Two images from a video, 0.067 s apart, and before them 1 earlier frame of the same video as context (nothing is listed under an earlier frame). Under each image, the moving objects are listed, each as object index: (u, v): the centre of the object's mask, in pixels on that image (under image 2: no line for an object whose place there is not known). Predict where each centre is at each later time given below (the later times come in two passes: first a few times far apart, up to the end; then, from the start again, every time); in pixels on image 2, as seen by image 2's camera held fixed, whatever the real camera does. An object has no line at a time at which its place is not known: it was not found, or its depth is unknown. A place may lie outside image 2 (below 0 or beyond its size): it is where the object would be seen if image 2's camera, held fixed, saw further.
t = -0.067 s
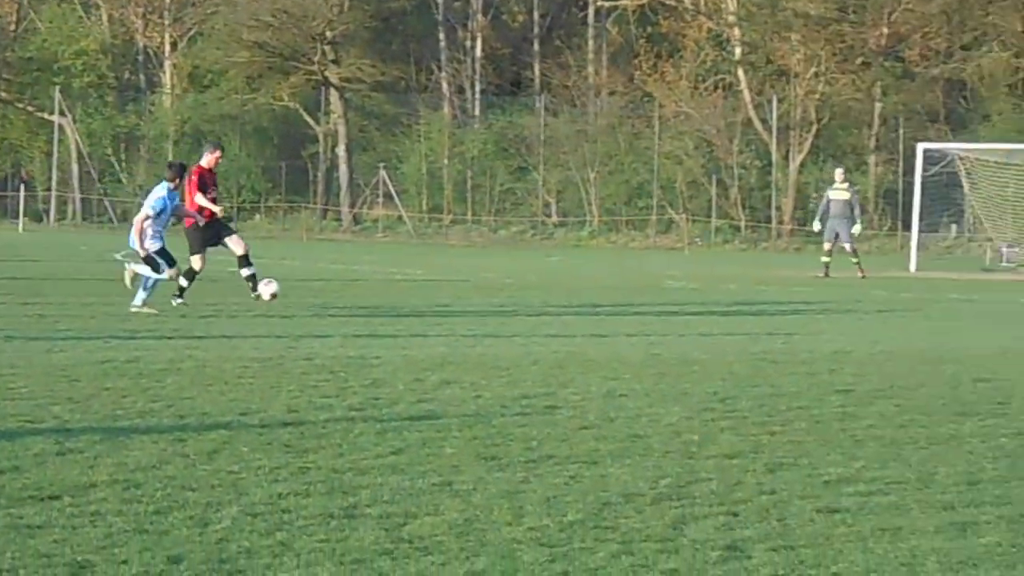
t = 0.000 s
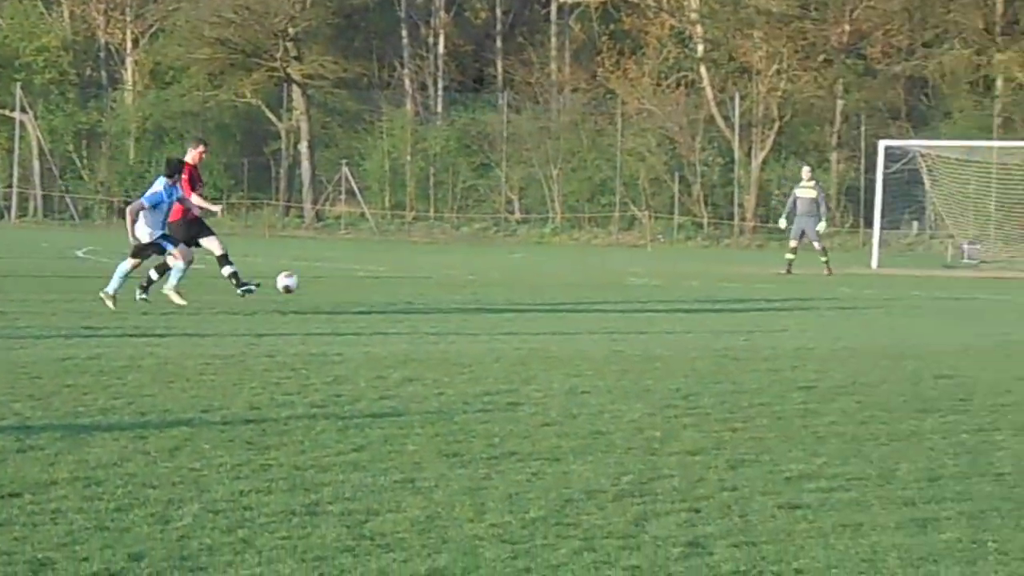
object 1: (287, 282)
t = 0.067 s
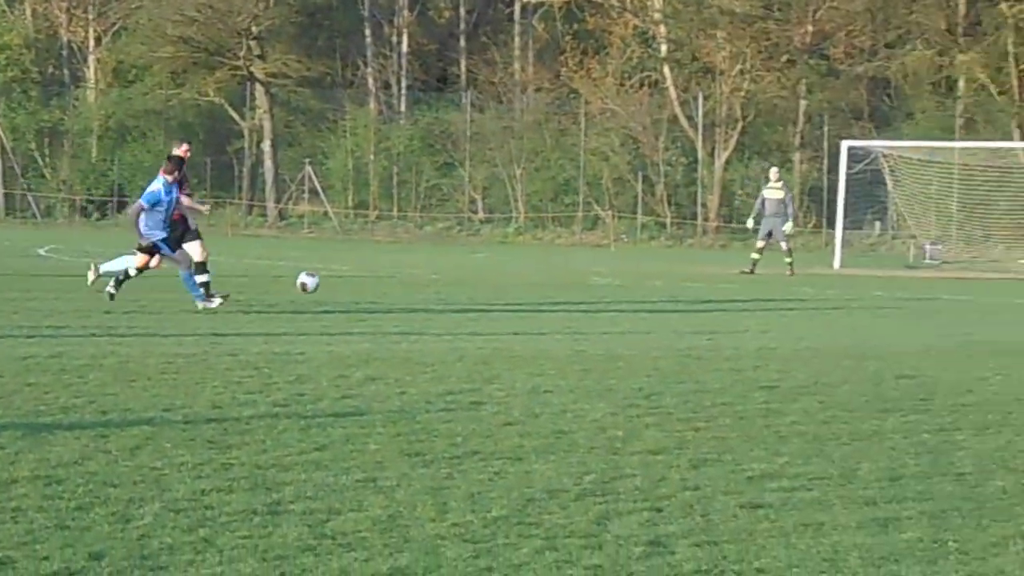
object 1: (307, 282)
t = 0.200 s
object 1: (426, 298)
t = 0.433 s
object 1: (633, 313)
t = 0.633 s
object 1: (810, 331)
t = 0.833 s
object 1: (977, 337)
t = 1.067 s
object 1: (1162, 338)
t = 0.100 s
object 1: (336, 285)
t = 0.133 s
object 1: (366, 288)
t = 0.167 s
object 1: (396, 293)
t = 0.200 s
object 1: (426, 298)
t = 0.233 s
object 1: (458, 305)
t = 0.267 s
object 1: (489, 312)
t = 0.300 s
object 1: (520, 319)
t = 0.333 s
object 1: (549, 317)
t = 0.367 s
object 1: (577, 314)
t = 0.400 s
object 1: (605, 313)
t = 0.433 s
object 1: (633, 313)
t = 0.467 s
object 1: (663, 315)
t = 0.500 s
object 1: (691, 318)
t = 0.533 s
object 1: (721, 323)
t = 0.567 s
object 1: (753, 328)
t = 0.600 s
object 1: (784, 333)
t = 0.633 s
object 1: (810, 331)
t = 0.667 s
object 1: (836, 328)
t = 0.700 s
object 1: (864, 327)
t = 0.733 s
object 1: (892, 327)
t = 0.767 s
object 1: (919, 328)
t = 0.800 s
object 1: (948, 332)
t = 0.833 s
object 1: (977, 337)
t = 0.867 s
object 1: (1007, 342)
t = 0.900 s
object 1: (1033, 343)
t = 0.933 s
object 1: (1058, 338)
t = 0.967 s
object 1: (1084, 336)
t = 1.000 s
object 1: (1109, 335)
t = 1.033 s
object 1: (1136, 336)
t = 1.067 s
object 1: (1162, 338)
